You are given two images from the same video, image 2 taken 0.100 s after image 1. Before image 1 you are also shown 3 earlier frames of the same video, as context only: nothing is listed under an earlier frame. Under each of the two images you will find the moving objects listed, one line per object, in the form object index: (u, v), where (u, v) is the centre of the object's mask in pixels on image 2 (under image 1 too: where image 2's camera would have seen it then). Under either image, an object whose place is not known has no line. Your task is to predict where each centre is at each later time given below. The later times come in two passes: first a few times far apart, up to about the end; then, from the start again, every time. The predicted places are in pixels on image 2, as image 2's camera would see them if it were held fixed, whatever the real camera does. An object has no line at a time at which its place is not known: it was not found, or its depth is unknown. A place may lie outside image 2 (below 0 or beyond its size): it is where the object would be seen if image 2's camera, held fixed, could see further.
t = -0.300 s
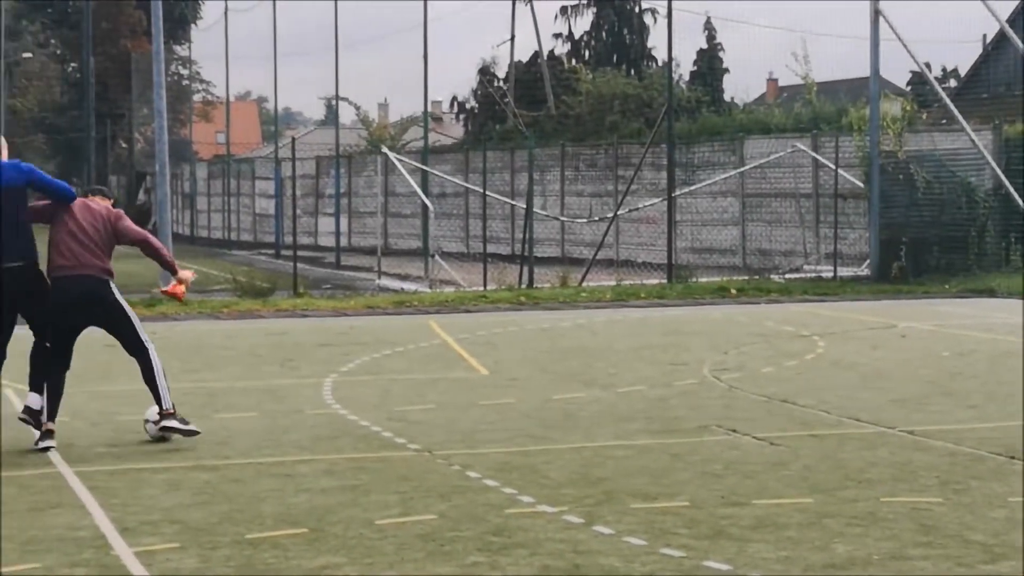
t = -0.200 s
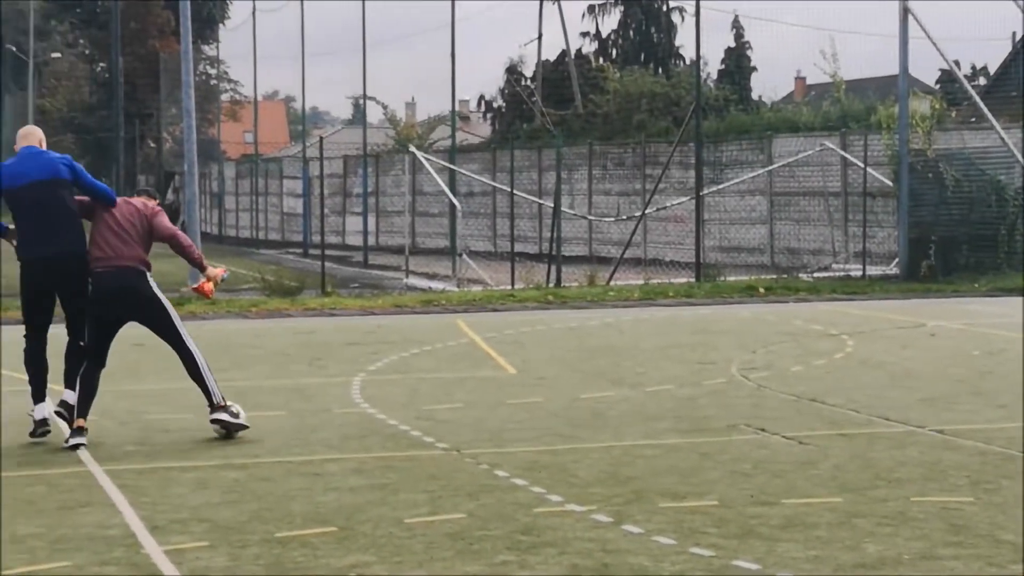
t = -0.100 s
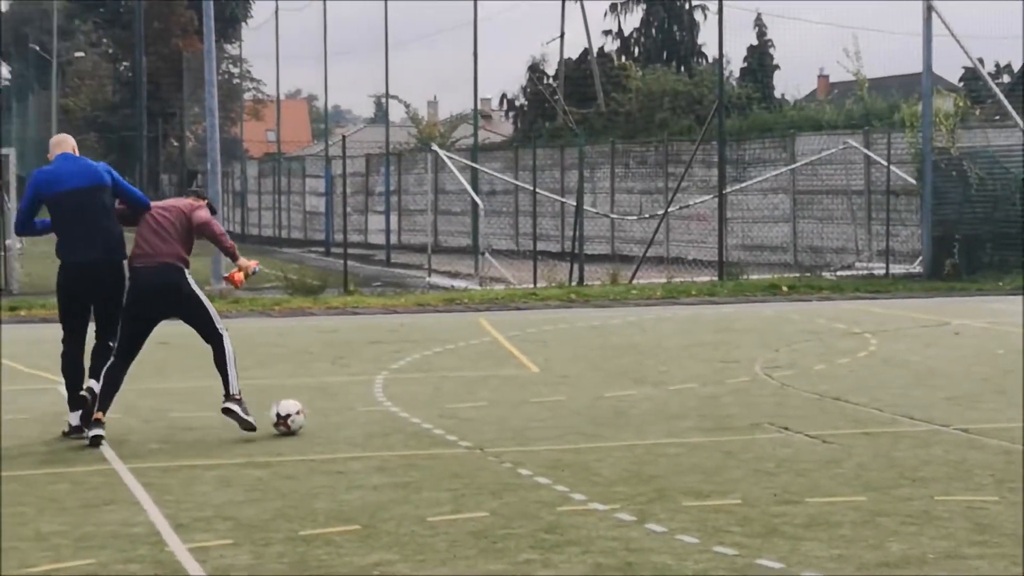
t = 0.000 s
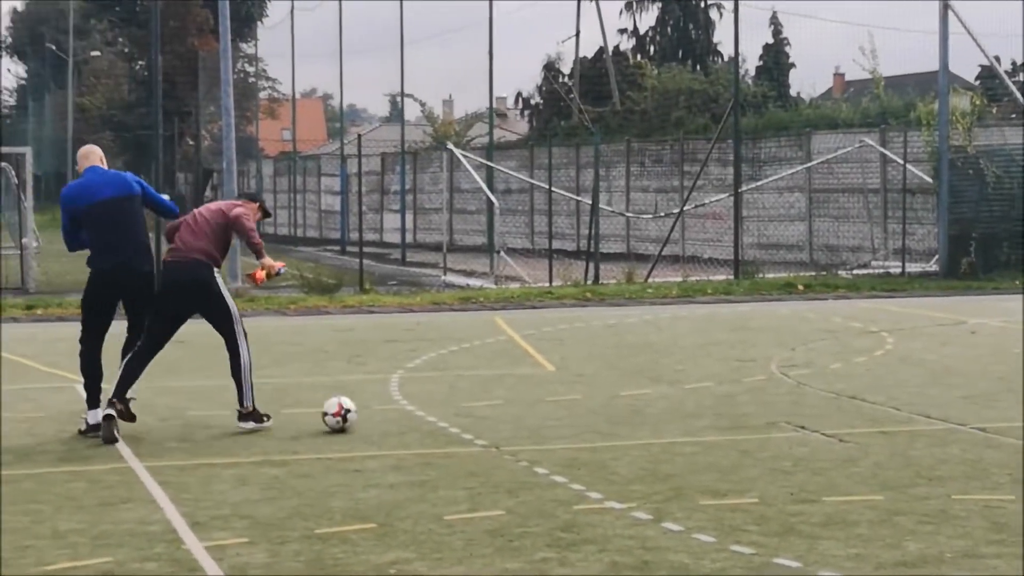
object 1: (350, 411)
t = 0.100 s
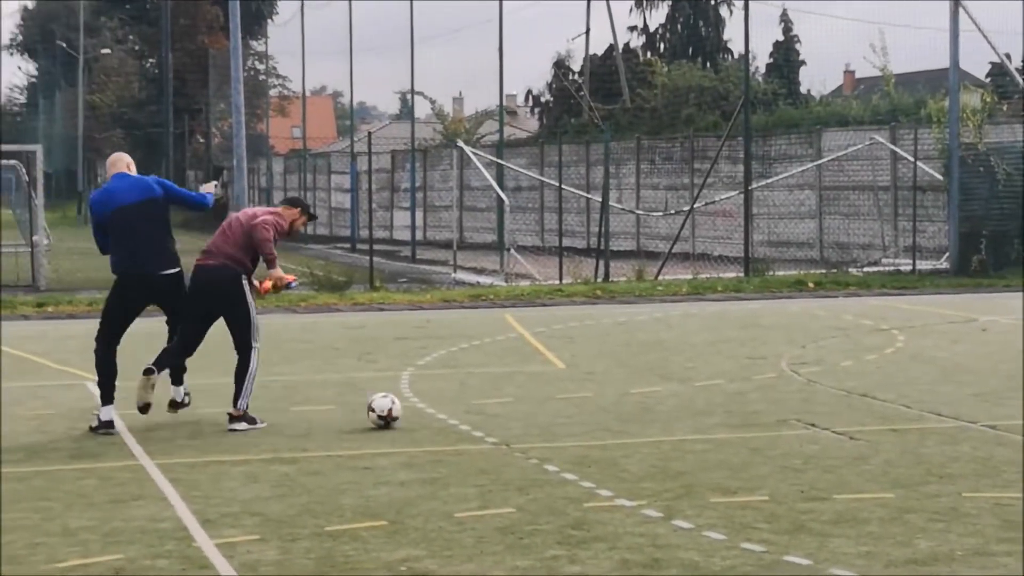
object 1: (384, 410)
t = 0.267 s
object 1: (442, 410)
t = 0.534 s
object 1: (528, 410)
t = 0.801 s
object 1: (612, 405)
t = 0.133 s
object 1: (395, 411)
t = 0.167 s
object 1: (407, 410)
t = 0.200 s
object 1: (418, 410)
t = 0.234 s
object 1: (429, 409)
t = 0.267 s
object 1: (442, 410)
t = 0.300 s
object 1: (451, 409)
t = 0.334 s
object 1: (463, 410)
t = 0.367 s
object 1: (473, 410)
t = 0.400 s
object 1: (484, 410)
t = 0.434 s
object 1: (496, 410)
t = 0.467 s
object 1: (506, 409)
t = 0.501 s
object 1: (518, 410)
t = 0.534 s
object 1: (528, 410)
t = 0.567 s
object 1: (539, 410)
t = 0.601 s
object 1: (550, 409)
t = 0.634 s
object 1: (561, 409)
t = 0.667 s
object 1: (570, 408)
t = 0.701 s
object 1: (581, 407)
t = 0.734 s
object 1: (592, 406)
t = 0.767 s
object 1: (602, 406)
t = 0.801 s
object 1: (612, 405)
